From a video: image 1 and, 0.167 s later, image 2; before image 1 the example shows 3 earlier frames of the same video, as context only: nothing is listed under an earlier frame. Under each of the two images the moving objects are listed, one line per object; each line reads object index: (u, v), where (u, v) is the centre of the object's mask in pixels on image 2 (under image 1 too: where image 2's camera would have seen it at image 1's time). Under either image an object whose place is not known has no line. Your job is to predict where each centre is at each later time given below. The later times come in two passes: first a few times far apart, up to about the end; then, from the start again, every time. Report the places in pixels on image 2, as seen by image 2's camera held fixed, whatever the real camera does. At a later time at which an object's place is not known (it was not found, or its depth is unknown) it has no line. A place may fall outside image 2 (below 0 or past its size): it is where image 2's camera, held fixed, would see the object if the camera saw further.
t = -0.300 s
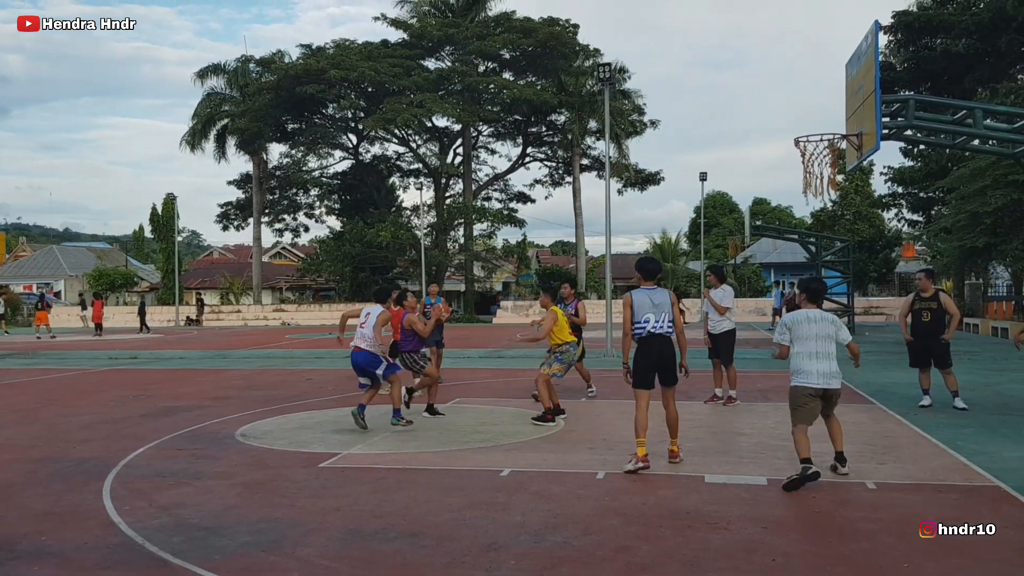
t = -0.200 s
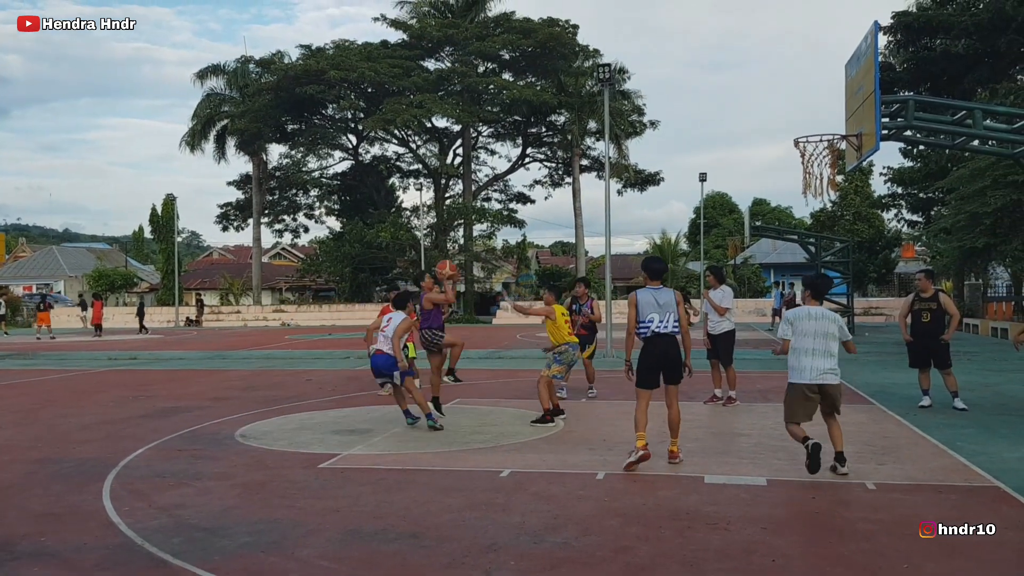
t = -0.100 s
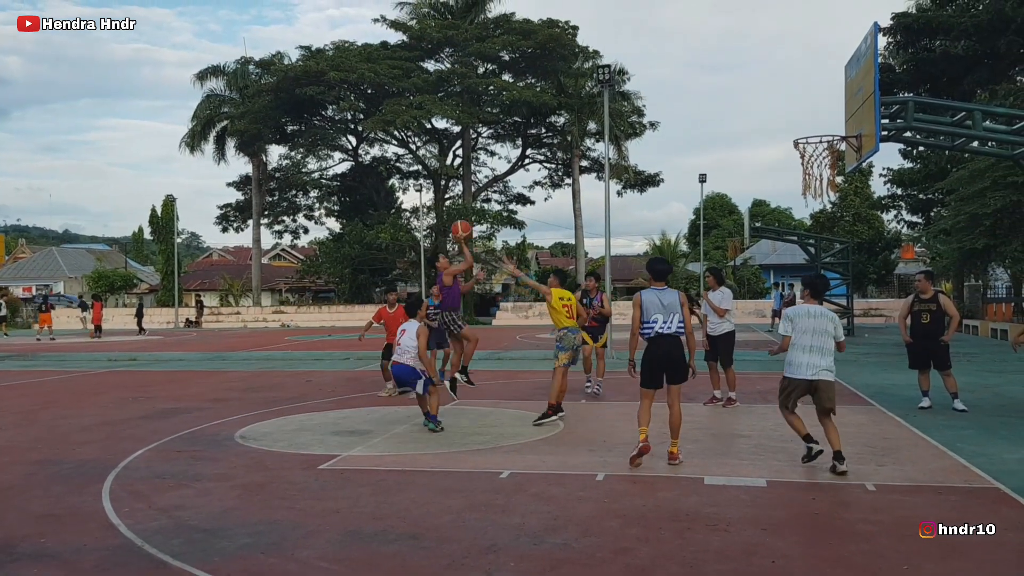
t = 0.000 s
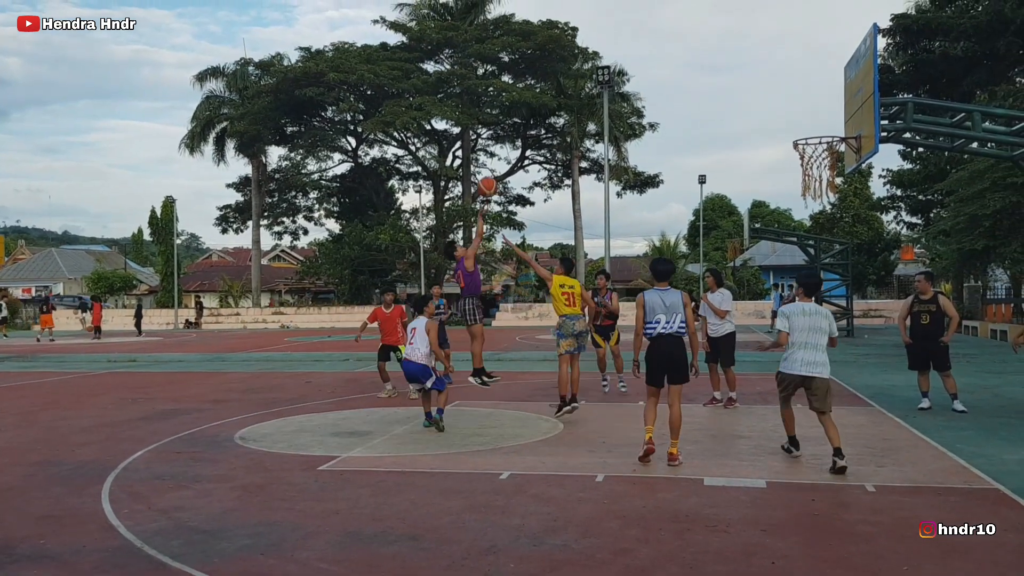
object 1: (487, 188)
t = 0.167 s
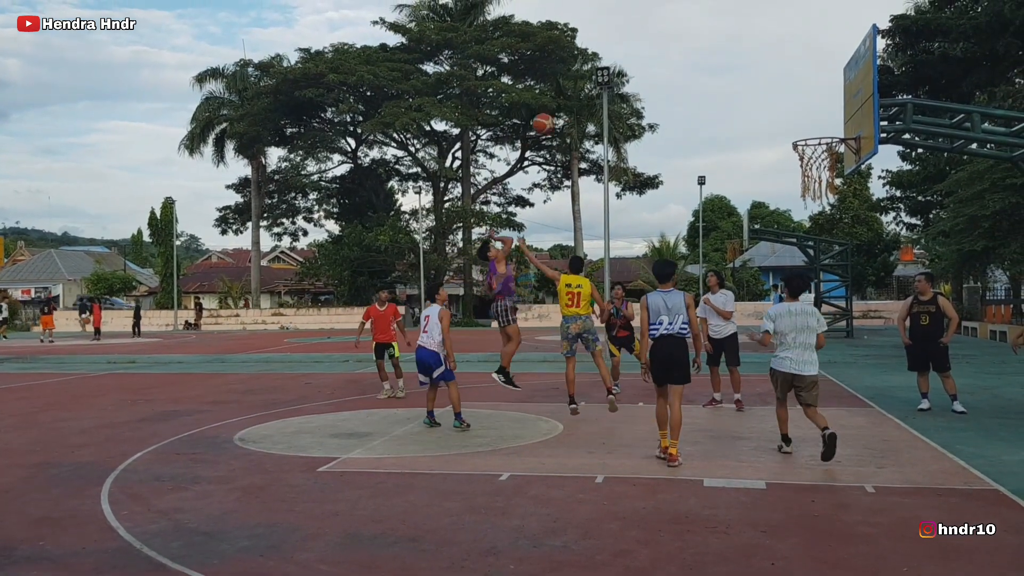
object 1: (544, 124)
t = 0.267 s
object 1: (578, 95)
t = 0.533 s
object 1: (674, 59)
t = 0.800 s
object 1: (776, 86)
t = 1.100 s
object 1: (839, 89)
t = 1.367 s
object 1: (823, 68)
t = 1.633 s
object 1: (807, 115)
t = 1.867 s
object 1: (809, 121)
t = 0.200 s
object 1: (554, 114)
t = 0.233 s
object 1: (566, 104)
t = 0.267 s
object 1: (578, 95)
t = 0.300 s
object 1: (590, 88)
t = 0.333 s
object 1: (601, 81)
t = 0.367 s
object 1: (614, 75)
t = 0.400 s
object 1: (625, 71)
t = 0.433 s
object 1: (637, 66)
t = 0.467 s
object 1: (649, 63)
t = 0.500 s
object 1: (661, 61)
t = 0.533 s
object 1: (674, 59)
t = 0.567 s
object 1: (686, 59)
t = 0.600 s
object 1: (699, 60)
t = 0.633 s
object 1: (711, 62)
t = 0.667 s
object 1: (724, 64)
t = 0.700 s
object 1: (737, 68)
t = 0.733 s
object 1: (750, 73)
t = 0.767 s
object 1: (763, 79)
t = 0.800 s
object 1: (776, 86)
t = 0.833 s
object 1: (789, 94)
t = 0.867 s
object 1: (802, 103)
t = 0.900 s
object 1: (816, 114)
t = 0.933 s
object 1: (830, 125)
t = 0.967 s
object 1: (838, 127)
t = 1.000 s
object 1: (842, 114)
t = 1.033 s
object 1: (843, 104)
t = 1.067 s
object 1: (841, 96)
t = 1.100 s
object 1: (839, 89)
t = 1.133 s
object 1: (837, 82)
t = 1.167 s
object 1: (835, 77)
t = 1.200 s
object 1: (833, 73)
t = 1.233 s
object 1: (831, 70)
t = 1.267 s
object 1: (829, 68)
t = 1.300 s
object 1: (827, 67)
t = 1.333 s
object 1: (825, 67)
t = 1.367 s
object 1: (823, 68)
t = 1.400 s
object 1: (821, 70)
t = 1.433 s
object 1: (819, 73)
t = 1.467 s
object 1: (817, 78)
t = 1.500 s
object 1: (815, 83)
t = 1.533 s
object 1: (813, 90)
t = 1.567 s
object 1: (811, 97)
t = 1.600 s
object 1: (809, 106)
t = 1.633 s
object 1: (807, 115)
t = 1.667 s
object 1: (805, 126)
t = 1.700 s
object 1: (805, 126)
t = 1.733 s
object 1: (806, 123)
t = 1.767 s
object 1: (807, 121)
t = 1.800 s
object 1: (807, 120)
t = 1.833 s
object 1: (808, 120)
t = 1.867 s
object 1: (809, 121)
